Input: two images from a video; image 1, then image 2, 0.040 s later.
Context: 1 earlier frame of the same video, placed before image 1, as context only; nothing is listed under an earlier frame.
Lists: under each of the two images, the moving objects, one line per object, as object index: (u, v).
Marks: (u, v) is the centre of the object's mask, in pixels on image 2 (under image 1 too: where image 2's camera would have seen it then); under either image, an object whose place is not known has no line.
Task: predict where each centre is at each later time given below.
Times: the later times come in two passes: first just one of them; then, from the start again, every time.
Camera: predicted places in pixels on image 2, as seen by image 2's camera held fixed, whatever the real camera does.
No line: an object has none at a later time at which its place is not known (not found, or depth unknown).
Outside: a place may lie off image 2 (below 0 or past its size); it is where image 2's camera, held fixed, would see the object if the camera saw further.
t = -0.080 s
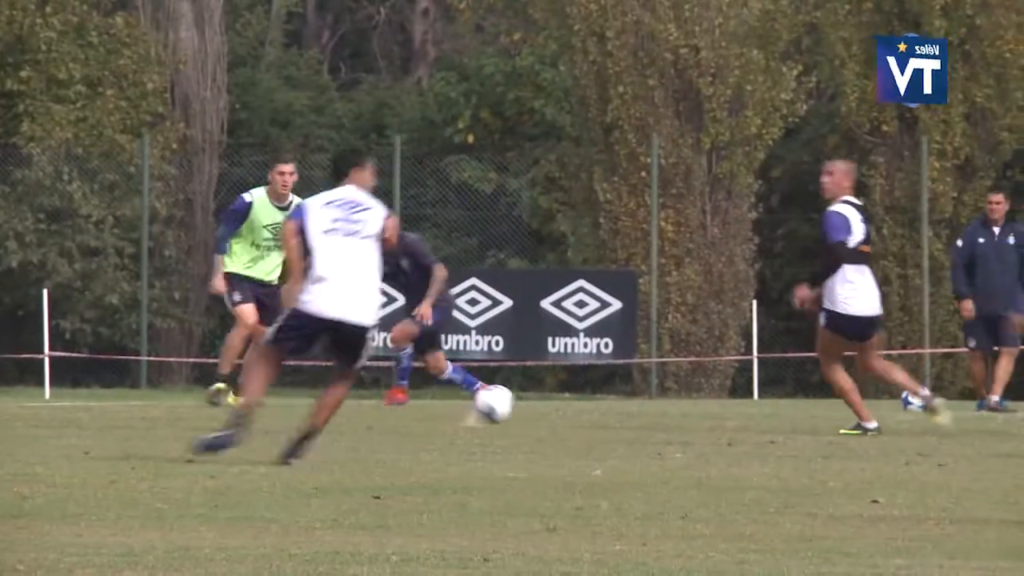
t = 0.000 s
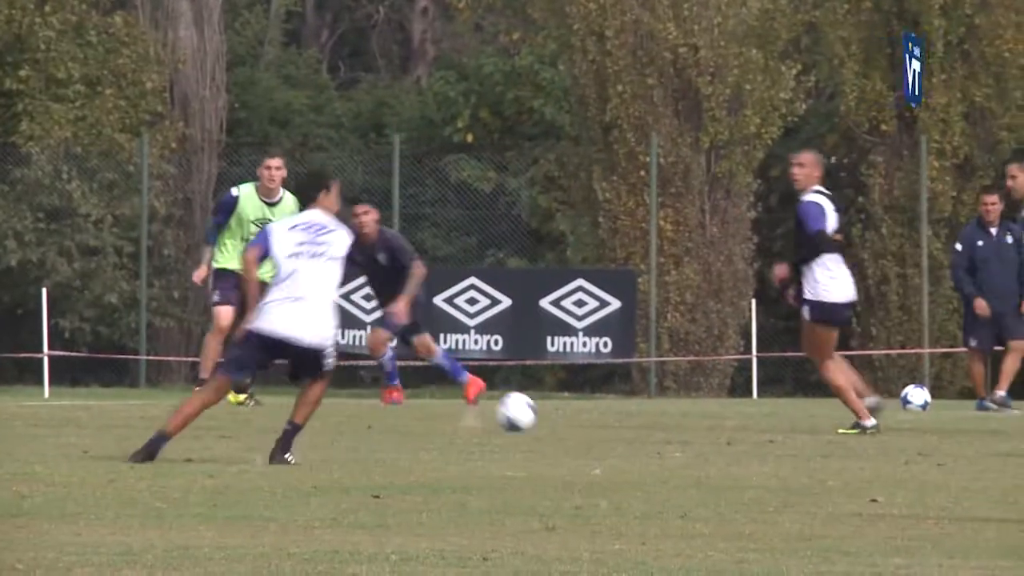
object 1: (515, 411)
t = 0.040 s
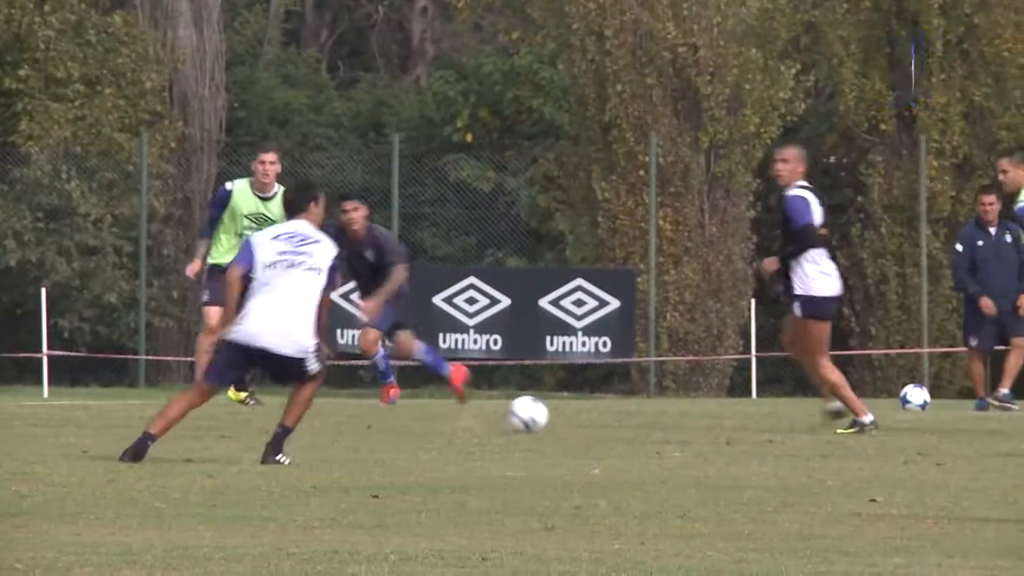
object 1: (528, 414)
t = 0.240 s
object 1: (588, 421)
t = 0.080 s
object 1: (539, 414)
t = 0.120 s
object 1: (551, 416)
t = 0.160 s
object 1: (562, 420)
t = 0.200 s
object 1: (575, 421)
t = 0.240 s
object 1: (588, 421)
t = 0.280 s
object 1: (600, 424)
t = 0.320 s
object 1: (614, 427)
